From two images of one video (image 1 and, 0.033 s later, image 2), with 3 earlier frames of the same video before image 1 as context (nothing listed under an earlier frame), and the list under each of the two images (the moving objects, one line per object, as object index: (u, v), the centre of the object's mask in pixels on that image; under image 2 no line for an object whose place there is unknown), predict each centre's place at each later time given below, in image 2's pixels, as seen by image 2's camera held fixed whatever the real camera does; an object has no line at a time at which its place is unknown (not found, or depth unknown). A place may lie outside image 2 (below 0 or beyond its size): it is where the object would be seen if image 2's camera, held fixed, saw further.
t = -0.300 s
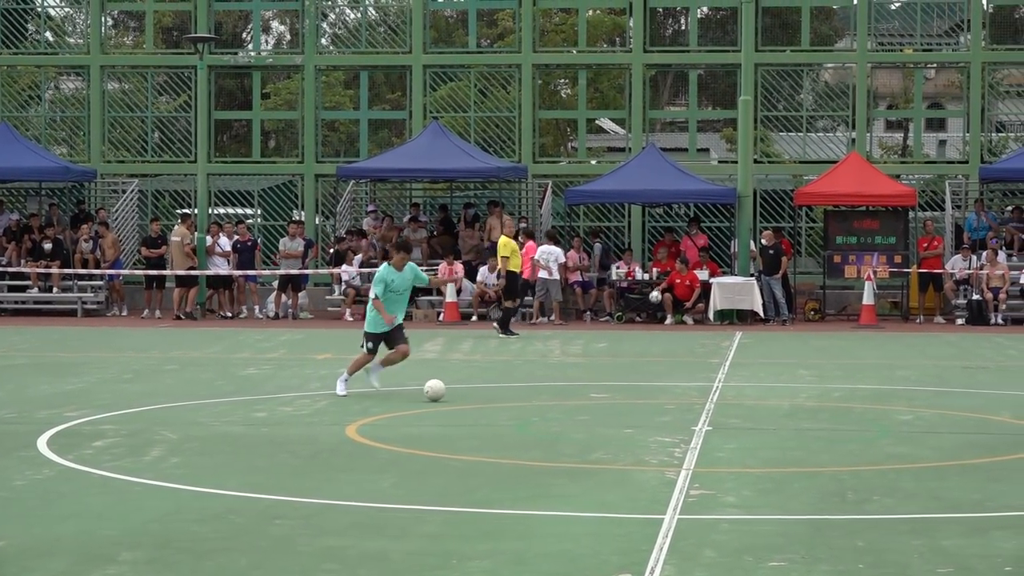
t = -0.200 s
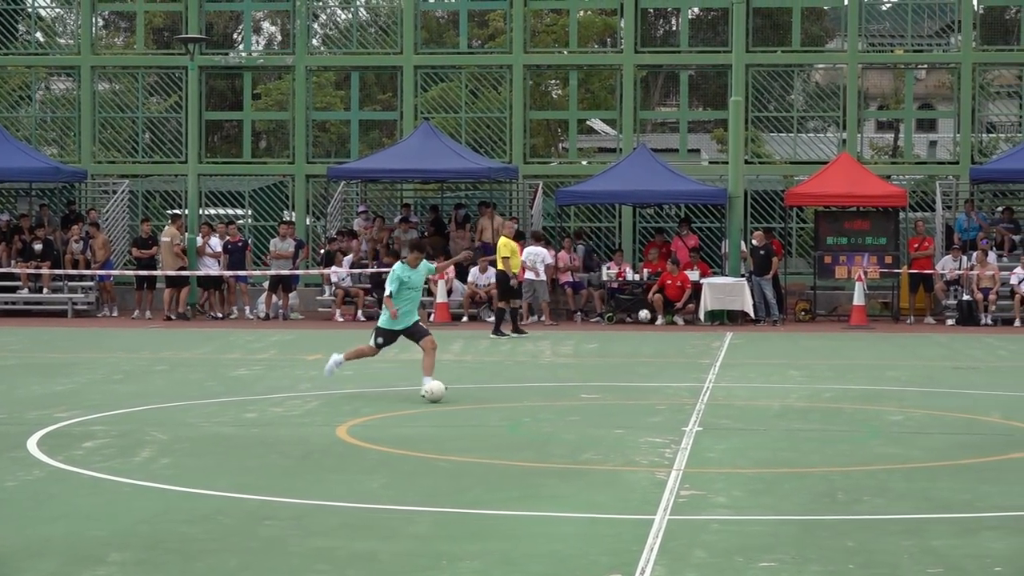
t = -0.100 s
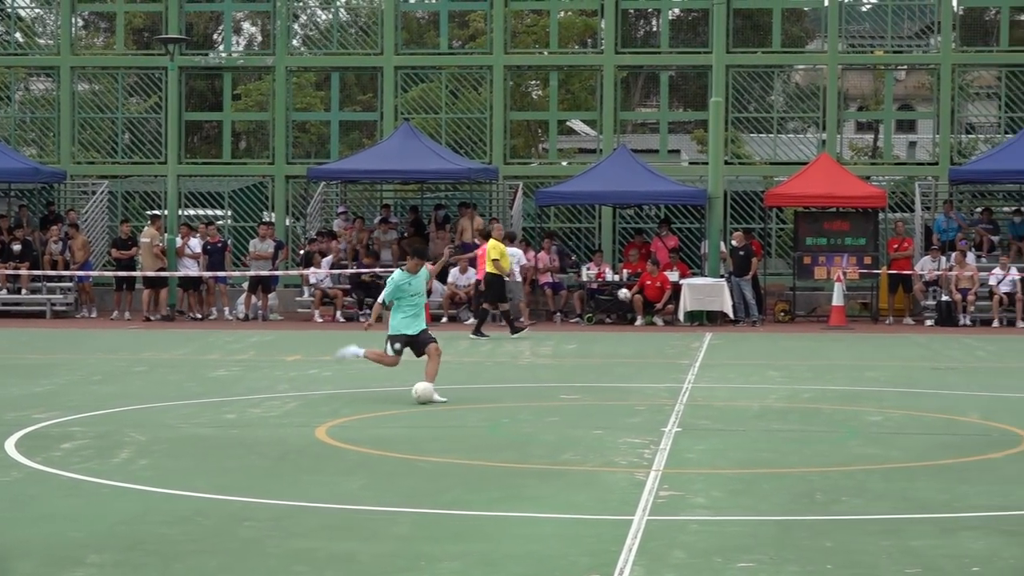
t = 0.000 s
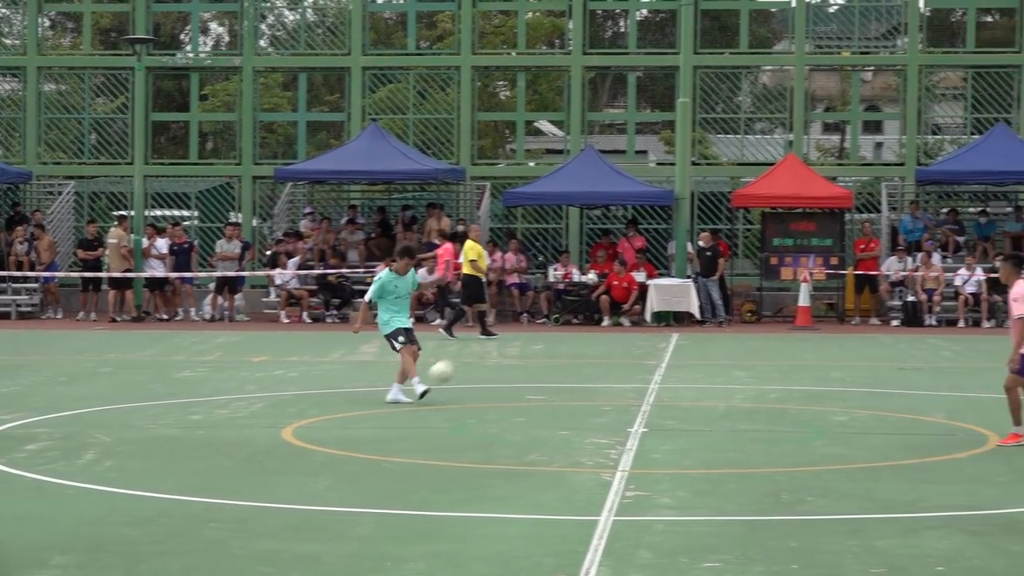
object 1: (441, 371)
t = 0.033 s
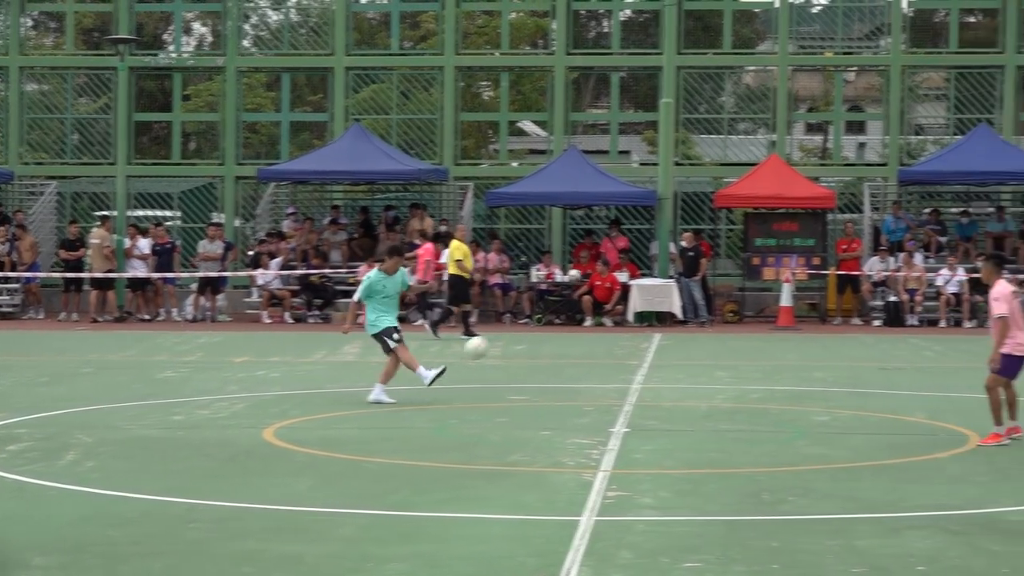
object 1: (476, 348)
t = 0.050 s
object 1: (502, 335)
